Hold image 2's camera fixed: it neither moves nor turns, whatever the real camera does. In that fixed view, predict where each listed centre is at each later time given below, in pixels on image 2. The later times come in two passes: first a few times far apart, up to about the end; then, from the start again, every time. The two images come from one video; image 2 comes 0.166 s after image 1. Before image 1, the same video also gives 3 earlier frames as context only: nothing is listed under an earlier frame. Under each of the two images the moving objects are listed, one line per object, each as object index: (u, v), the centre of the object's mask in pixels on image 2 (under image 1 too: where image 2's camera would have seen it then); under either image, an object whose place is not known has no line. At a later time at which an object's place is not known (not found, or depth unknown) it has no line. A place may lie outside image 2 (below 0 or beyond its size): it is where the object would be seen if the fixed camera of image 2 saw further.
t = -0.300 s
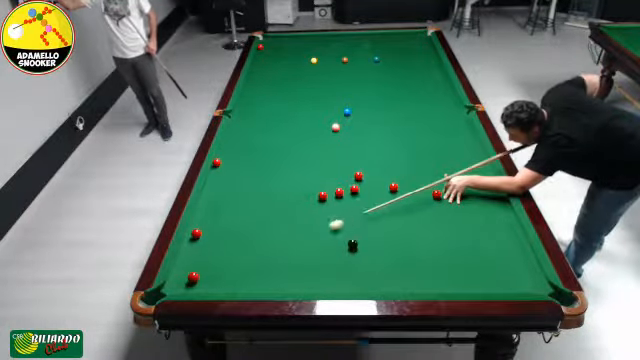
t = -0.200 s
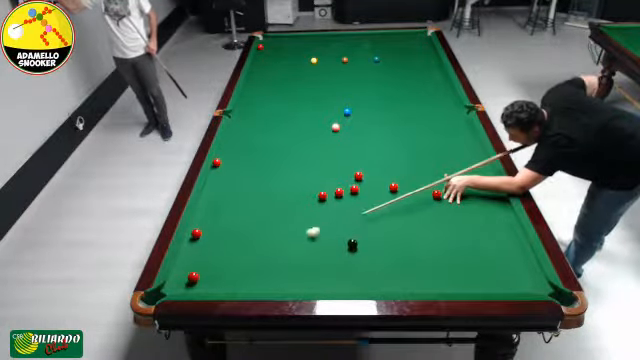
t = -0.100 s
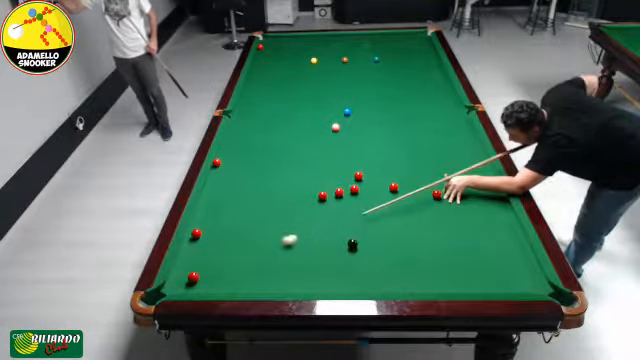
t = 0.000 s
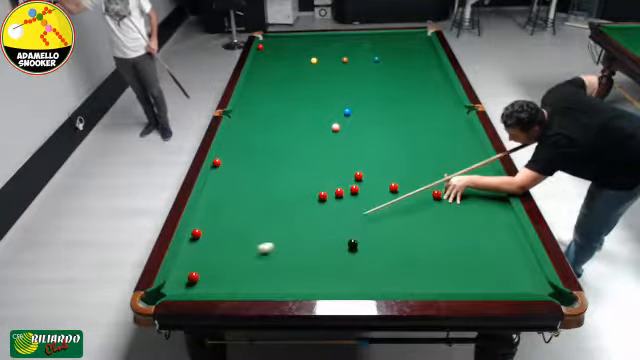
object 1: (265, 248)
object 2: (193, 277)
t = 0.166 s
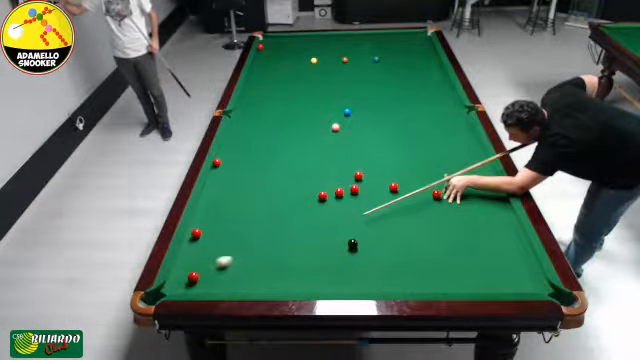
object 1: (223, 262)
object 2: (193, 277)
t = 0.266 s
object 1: (200, 268)
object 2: (193, 277)
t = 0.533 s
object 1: (195, 261)
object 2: (180, 280)
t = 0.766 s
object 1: (224, 253)
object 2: (177, 269)
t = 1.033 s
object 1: (254, 244)
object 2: (184, 258)
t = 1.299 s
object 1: (281, 236)
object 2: (190, 251)
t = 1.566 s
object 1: (306, 229)
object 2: (197, 243)
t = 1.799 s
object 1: (326, 223)
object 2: (200, 238)
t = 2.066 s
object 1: (347, 217)
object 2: (206, 235)
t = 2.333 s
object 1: (367, 212)
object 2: (210, 232)
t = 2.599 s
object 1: (384, 208)
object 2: (213, 231)
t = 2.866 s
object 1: (400, 204)
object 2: (215, 230)
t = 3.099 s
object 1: (413, 201)
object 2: (215, 230)
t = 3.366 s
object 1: (426, 198)
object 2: (215, 230)
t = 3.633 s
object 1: (432, 197)
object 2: (215, 230)
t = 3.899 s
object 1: (434, 198)
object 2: (215, 230)
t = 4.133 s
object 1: (435, 198)
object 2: (215, 230)
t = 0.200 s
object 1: (216, 264)
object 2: (193, 277)
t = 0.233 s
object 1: (207, 266)
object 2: (193, 277)
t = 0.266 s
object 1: (200, 268)
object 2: (193, 277)
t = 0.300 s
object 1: (193, 267)
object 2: (189, 279)
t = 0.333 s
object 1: (188, 267)
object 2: (187, 284)
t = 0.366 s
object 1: (182, 266)
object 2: (184, 287)
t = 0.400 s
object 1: (178, 266)
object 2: (182, 286)
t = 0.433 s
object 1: (182, 264)
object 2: (182, 285)
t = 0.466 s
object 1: (187, 263)
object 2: (181, 283)
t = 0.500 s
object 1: (191, 262)
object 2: (181, 281)
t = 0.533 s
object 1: (195, 261)
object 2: (180, 280)
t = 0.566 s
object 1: (199, 260)
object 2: (180, 278)
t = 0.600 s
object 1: (203, 258)
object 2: (180, 276)
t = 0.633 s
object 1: (208, 257)
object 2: (179, 275)
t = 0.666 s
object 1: (212, 256)
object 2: (178, 273)
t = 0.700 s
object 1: (216, 255)
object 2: (178, 272)
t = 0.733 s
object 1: (220, 254)
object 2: (178, 270)
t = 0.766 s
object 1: (224, 253)
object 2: (177, 269)
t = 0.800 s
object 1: (228, 252)
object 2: (177, 268)
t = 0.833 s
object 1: (231, 251)
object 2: (178, 266)
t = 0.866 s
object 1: (235, 249)
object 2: (179, 264)
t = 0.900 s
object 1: (239, 248)
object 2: (180, 263)
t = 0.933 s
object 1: (243, 247)
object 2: (181, 262)
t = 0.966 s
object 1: (246, 246)
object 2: (183, 261)
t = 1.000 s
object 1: (250, 245)
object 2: (183, 260)
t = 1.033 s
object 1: (254, 244)
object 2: (184, 258)
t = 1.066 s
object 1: (257, 243)
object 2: (184, 258)
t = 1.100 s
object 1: (261, 242)
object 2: (186, 257)
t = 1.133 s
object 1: (264, 241)
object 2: (187, 255)
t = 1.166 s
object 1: (268, 240)
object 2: (187, 254)
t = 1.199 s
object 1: (271, 239)
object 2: (188, 253)
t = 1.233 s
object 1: (275, 238)
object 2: (188, 253)
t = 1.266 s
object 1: (278, 237)
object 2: (189, 251)
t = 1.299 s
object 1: (281, 236)
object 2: (190, 251)
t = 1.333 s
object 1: (284, 235)
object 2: (192, 249)
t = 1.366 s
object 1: (287, 234)
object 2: (193, 249)
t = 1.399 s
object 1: (291, 233)
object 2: (193, 249)
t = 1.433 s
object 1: (294, 232)
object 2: (193, 248)
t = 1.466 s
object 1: (297, 231)
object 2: (195, 247)
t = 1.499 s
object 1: (300, 230)
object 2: (196, 246)
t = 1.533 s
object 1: (303, 230)
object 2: (196, 244)
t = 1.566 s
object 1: (306, 229)
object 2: (197, 243)
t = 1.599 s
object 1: (309, 228)
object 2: (197, 243)
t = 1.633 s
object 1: (312, 227)
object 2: (198, 241)
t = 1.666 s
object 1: (315, 226)
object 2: (198, 241)
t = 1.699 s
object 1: (318, 225)
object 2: (199, 240)
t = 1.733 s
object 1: (321, 225)
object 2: (200, 239)
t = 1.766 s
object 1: (323, 224)
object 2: (200, 238)
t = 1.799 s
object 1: (326, 223)
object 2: (200, 238)
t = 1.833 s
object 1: (329, 223)
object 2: (202, 237)
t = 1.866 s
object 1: (332, 222)
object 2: (202, 237)
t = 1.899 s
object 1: (334, 221)
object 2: (203, 237)
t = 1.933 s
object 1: (337, 220)
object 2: (204, 237)
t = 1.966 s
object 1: (340, 219)
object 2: (205, 235)
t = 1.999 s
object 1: (342, 219)
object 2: (205, 235)
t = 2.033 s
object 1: (345, 218)
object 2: (206, 235)
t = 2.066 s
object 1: (347, 217)
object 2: (206, 235)
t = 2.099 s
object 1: (350, 217)
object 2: (207, 235)
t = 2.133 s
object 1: (352, 216)
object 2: (207, 234)
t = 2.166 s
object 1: (355, 216)
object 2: (208, 233)
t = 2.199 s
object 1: (357, 215)
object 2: (209, 233)
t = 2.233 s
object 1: (360, 215)
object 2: (209, 233)
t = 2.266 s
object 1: (362, 214)
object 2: (209, 233)
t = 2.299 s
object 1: (364, 213)
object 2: (210, 233)
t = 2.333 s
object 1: (367, 212)
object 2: (210, 232)
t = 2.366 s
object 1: (369, 212)
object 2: (211, 232)
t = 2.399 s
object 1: (372, 211)
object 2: (211, 232)
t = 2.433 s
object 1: (374, 210)
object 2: (212, 231)
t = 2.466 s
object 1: (376, 210)
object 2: (212, 231)
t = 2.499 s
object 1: (378, 209)
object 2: (212, 231)
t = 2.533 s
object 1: (380, 209)
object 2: (212, 231)
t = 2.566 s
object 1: (382, 208)
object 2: (213, 231)
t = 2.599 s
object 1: (384, 208)
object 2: (213, 231)
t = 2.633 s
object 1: (387, 207)
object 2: (213, 231)
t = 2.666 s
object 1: (388, 207)
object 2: (214, 230)
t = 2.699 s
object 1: (390, 206)
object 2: (214, 230)
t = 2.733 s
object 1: (393, 206)
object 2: (214, 230)
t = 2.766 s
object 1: (394, 205)
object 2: (214, 230)
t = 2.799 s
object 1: (397, 205)
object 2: (214, 230)
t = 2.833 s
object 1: (399, 204)
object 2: (215, 230)
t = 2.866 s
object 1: (400, 204)
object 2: (215, 230)
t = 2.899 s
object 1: (402, 203)
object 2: (215, 230)
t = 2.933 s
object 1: (404, 203)
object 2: (215, 230)
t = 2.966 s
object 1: (406, 202)
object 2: (215, 230)
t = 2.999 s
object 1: (408, 202)
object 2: (215, 230)
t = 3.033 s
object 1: (409, 202)
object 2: (215, 230)
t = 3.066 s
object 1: (411, 201)
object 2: (215, 230)
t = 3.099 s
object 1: (413, 201)
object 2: (215, 230)
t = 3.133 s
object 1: (415, 200)
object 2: (215, 230)
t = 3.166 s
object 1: (416, 200)
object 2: (215, 230)
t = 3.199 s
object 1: (417, 200)
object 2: (215, 230)
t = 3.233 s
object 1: (420, 199)
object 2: (215, 230)
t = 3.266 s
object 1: (421, 199)
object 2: (215, 230)
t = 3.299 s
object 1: (423, 198)
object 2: (215, 230)
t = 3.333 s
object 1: (425, 198)
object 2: (215, 230)
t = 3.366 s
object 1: (426, 198)
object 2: (215, 230)
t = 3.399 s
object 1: (427, 197)
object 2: (215, 230)
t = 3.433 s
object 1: (429, 197)
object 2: (215, 230)
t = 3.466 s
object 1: (429, 197)
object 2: (215, 230)
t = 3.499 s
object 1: (430, 197)
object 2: (215, 230)
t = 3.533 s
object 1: (430, 197)
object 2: (215, 230)
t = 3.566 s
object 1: (431, 197)
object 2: (215, 230)
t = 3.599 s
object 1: (431, 197)
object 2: (215, 230)
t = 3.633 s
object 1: (432, 197)
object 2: (215, 230)
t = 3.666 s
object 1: (432, 197)
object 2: (215, 230)
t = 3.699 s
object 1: (433, 197)
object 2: (215, 230)
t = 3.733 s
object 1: (433, 197)
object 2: (215, 230)
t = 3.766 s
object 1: (433, 197)
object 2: (215, 230)
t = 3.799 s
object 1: (434, 197)
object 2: (215, 230)
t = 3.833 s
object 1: (434, 197)
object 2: (215, 230)
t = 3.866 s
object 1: (434, 197)
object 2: (215, 230)
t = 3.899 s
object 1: (434, 198)
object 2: (215, 230)
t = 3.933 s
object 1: (434, 198)
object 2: (215, 230)
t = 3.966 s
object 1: (434, 198)
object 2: (215, 230)
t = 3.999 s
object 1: (435, 198)
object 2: (215, 230)
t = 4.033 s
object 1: (435, 198)
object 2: (215, 230)
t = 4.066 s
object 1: (435, 198)
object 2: (215, 230)
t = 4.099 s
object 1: (435, 198)
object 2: (215, 230)
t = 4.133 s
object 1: (435, 198)
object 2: (215, 230)
